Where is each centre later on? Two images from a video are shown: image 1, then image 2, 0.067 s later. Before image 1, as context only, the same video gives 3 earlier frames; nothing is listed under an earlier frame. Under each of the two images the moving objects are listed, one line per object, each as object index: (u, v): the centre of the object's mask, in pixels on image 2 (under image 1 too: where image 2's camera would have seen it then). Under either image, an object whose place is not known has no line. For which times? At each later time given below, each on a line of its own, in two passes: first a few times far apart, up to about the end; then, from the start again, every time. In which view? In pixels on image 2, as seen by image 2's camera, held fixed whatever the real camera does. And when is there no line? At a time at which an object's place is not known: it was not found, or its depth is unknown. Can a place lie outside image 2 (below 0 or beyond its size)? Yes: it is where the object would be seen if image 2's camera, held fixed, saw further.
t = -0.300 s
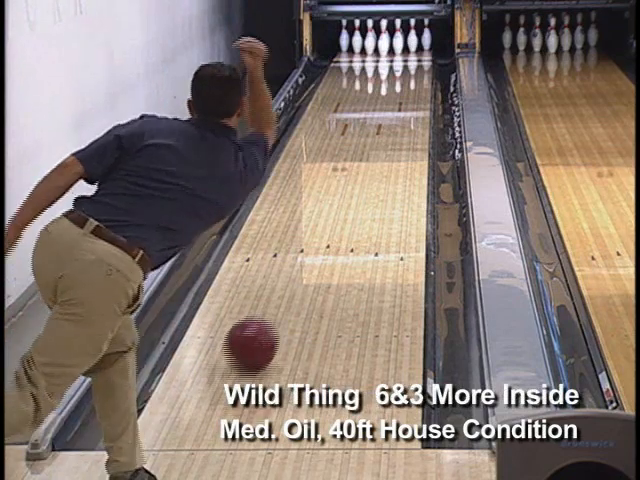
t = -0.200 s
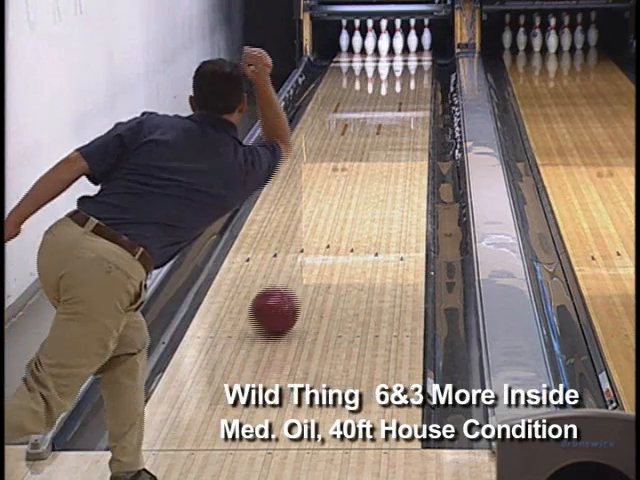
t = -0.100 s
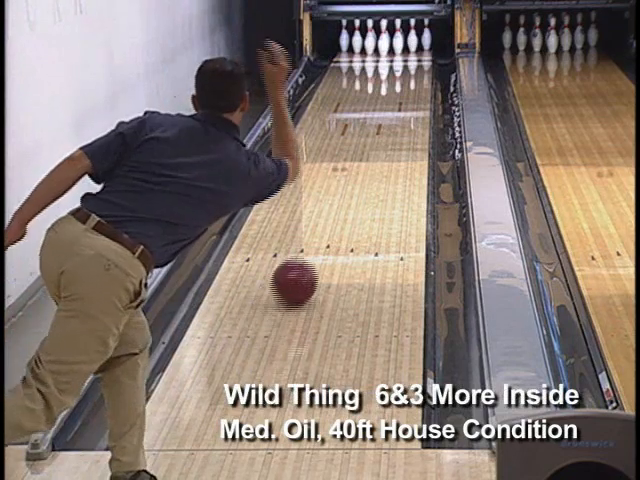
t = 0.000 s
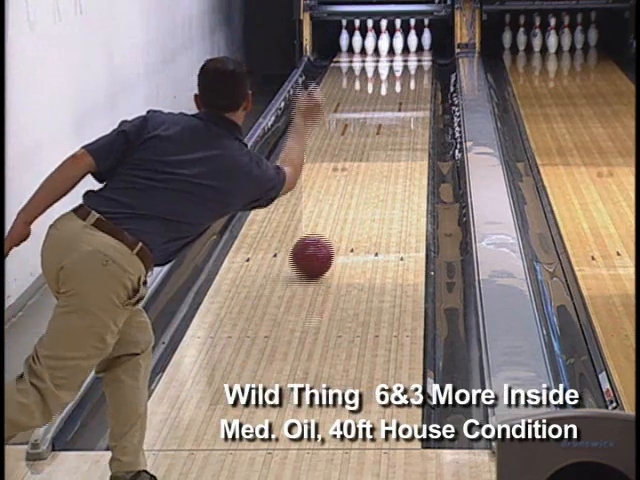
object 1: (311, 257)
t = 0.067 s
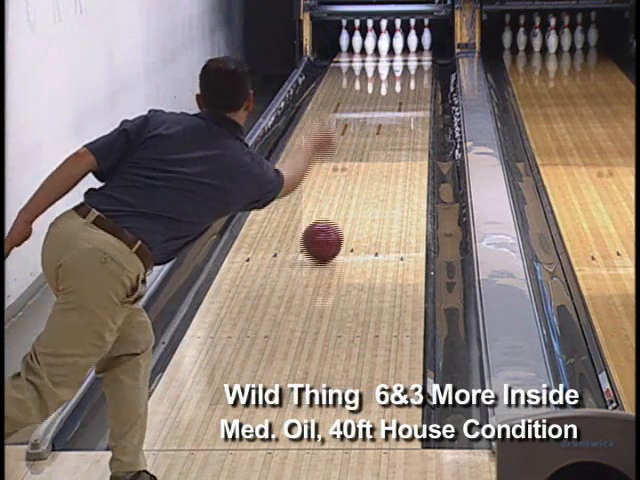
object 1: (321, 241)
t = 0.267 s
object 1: (348, 203)
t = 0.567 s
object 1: (377, 157)
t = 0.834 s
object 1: (397, 126)
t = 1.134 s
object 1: (411, 99)
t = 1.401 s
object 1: (415, 80)
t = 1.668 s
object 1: (411, 65)
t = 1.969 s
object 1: (398, 50)
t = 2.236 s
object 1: (390, 43)
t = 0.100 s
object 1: (326, 234)
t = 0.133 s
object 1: (331, 228)
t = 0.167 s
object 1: (336, 222)
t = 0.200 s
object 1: (345, 212)
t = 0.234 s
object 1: (344, 208)
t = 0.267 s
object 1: (348, 203)
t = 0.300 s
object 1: (351, 197)
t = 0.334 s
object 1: (355, 191)
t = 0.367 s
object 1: (359, 186)
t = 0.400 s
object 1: (362, 181)
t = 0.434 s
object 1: (365, 176)
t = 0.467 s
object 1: (368, 171)
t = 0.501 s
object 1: (372, 167)
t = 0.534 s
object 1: (375, 162)
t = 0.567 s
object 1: (377, 157)
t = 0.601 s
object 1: (380, 152)
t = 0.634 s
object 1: (383, 148)
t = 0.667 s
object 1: (385, 144)
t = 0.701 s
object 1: (387, 140)
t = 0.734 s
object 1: (390, 136)
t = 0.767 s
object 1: (392, 133)
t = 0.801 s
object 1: (395, 130)
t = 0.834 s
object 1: (397, 126)
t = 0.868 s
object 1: (399, 123)
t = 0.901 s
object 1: (400, 120)
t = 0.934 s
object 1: (403, 117)
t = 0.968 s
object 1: (404, 114)
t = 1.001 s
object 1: (406, 111)
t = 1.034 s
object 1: (407, 108)
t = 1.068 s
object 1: (409, 105)
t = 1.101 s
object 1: (410, 102)
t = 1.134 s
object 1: (411, 99)
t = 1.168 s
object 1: (412, 97)
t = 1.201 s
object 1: (413, 95)
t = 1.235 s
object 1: (413, 92)
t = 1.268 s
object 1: (414, 89)
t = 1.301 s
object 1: (414, 87)
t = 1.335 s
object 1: (414, 85)
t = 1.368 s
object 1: (415, 83)
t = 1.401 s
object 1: (415, 80)
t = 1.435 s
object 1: (415, 79)
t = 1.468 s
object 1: (415, 76)
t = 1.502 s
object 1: (414, 74)
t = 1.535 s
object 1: (415, 73)
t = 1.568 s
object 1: (413, 70)
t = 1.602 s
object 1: (413, 68)
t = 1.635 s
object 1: (412, 66)
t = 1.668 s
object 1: (411, 65)
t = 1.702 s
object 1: (410, 64)
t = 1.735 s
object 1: (409, 61)
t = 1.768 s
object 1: (407, 60)
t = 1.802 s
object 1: (405, 58)
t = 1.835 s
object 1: (404, 57)
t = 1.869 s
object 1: (402, 55)
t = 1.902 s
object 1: (401, 54)
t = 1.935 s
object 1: (399, 54)
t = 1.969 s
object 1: (398, 50)
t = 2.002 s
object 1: (395, 50)
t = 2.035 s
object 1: (392, 48)
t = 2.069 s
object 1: (391, 47)
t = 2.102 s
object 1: (391, 46)
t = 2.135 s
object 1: (391, 45)
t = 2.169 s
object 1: (390, 44)
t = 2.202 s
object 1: (390, 44)
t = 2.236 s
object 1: (390, 43)
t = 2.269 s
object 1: (391, 44)
